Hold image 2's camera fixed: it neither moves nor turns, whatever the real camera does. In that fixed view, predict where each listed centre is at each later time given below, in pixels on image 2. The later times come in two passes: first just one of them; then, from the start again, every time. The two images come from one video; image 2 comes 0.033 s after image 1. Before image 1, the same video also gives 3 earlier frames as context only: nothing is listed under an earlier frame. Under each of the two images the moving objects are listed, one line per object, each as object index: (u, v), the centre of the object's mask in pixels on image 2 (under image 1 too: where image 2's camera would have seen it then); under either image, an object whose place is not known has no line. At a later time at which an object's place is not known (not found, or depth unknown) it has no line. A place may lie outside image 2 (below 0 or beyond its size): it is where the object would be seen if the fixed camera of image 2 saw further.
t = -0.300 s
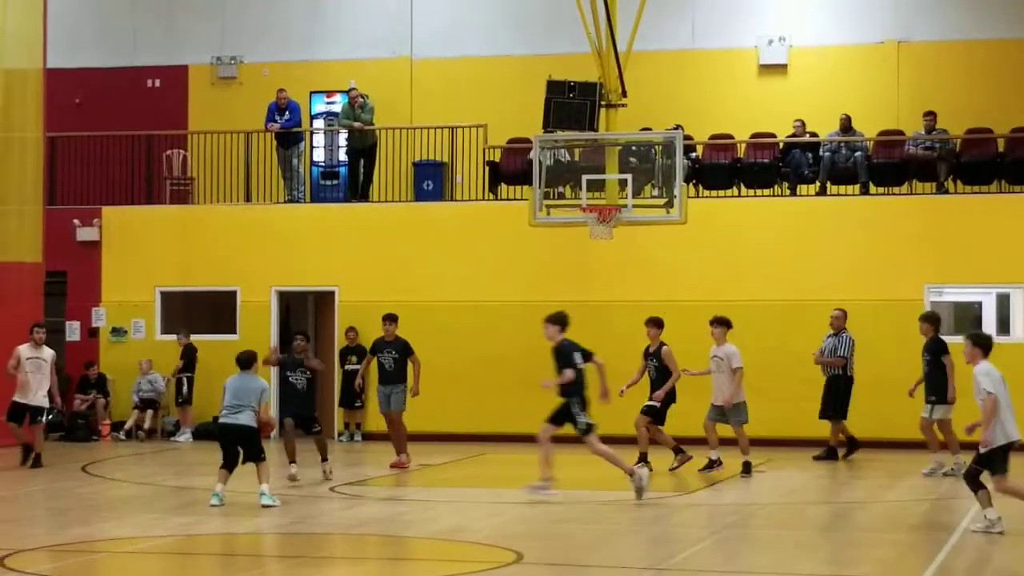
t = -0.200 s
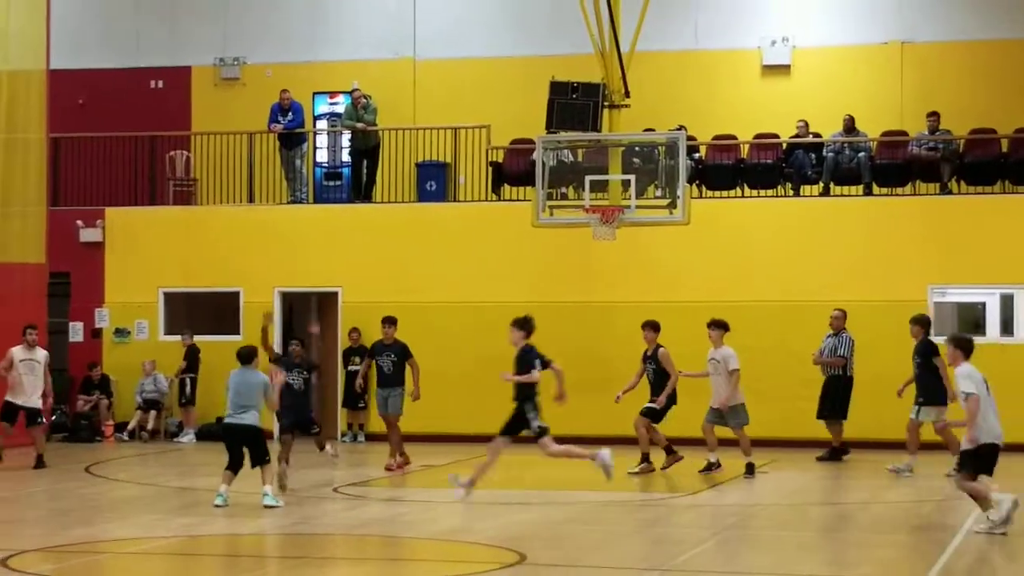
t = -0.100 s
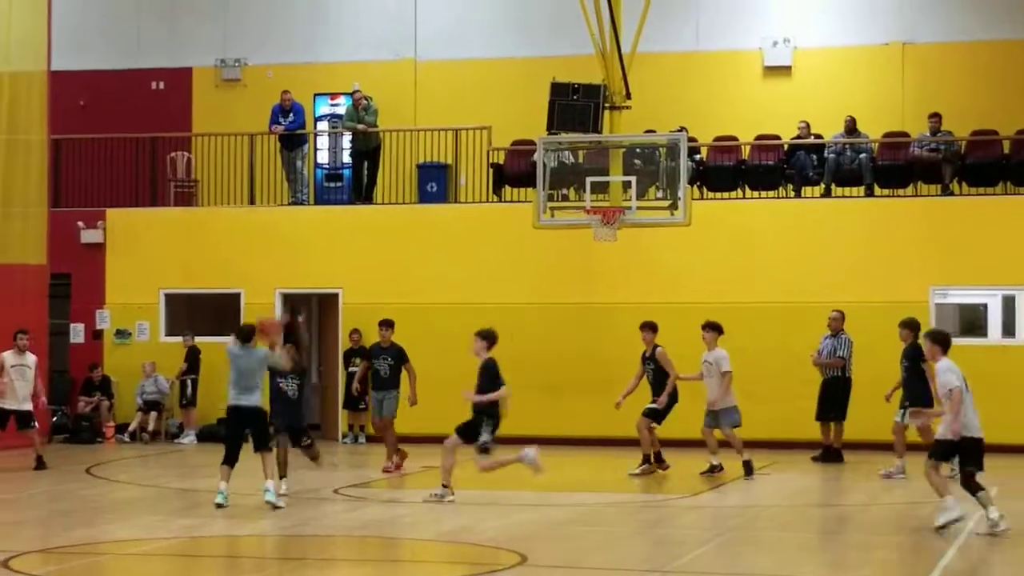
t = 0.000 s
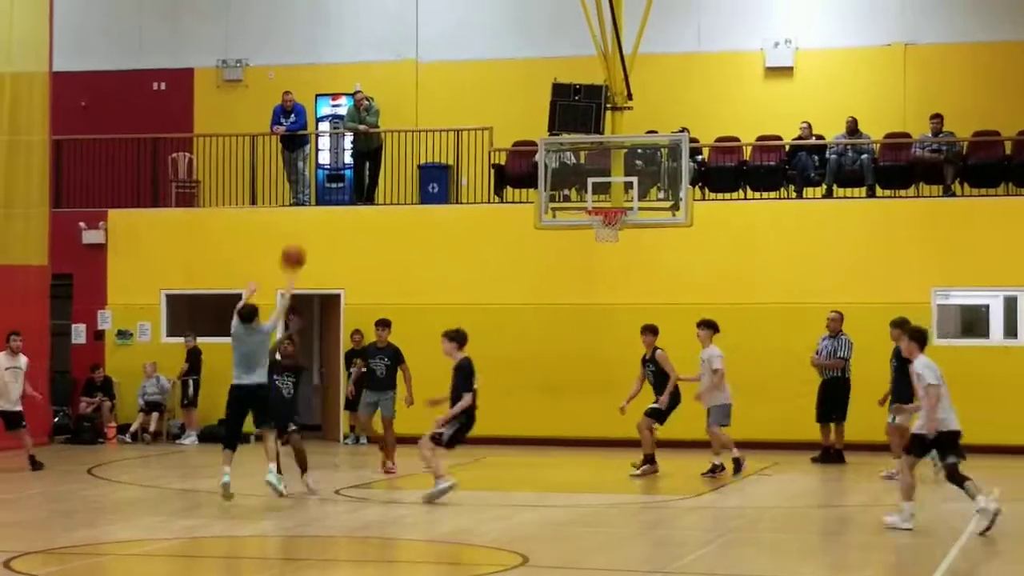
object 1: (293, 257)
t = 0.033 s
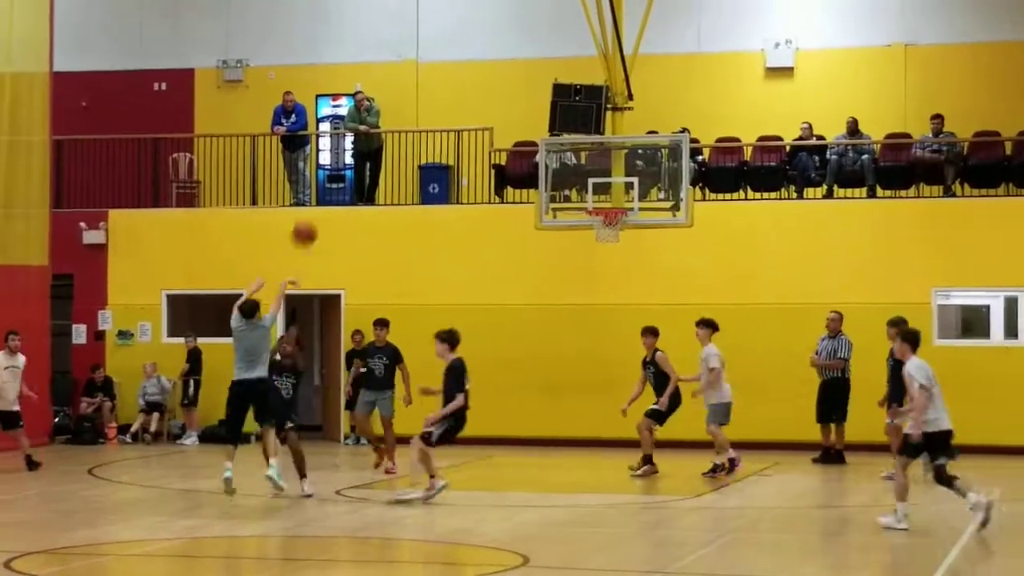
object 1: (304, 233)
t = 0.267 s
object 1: (381, 102)
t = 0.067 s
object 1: (315, 210)
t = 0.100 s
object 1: (326, 191)
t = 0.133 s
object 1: (337, 172)
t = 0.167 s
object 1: (349, 151)
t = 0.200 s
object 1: (360, 132)
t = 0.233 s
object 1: (370, 116)
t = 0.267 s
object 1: (381, 102)
